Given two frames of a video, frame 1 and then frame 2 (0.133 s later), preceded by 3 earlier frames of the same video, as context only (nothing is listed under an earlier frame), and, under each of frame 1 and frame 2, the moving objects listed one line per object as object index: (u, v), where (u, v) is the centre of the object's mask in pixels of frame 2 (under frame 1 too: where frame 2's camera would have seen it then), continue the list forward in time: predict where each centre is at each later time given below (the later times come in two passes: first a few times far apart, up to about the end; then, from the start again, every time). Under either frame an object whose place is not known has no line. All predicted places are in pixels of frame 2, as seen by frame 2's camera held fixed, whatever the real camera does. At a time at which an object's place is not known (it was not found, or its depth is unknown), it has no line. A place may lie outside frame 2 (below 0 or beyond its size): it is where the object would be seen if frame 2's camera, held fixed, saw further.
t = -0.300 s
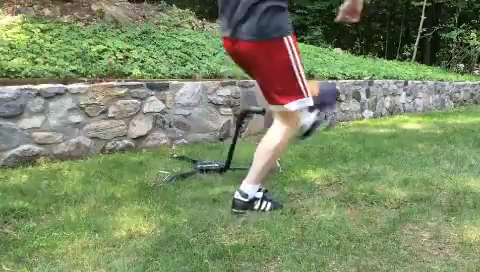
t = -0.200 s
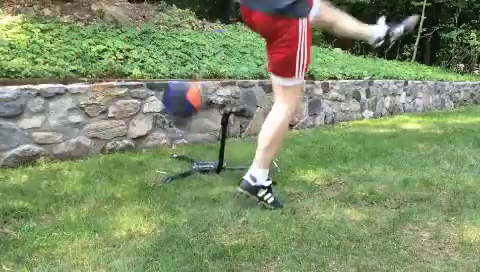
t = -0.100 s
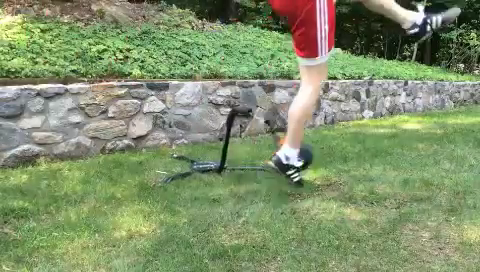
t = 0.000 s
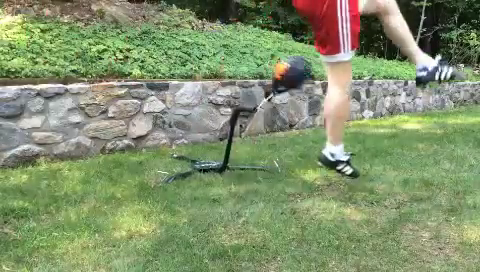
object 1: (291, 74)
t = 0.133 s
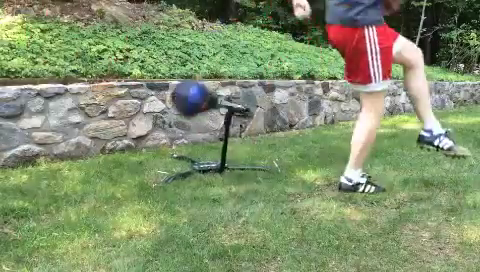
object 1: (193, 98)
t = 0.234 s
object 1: (230, 171)
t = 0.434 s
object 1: (293, 80)
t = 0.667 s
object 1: (194, 131)
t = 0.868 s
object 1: (299, 140)
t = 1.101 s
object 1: (262, 89)
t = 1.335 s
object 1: (215, 89)
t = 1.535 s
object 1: (220, 103)
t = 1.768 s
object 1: (246, 164)
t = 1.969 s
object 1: (274, 148)
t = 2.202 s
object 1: (268, 146)
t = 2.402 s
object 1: (249, 163)
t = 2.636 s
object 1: (233, 166)
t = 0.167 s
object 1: (188, 126)
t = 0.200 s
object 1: (202, 152)
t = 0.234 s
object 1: (230, 171)
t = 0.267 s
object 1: (264, 170)
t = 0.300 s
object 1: (287, 152)
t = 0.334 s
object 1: (304, 134)
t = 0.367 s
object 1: (309, 113)
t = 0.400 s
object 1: (305, 93)
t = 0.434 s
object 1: (293, 80)
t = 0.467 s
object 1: (277, 71)
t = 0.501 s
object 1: (256, 69)
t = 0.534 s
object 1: (238, 72)
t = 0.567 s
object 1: (220, 82)
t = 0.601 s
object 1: (205, 96)
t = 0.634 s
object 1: (195, 113)
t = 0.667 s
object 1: (194, 131)
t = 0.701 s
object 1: (202, 150)
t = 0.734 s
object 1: (218, 160)
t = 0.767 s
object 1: (239, 166)
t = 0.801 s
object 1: (264, 164)
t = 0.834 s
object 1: (286, 154)
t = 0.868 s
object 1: (299, 140)
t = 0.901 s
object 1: (307, 127)
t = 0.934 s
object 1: (308, 114)
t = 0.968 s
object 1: (305, 103)
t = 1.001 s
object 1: (299, 94)
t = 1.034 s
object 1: (288, 89)
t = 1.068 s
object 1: (275, 87)
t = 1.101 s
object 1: (262, 89)
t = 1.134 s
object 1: (247, 93)
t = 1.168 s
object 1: (233, 97)
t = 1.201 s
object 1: (222, 108)
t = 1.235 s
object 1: (218, 107)
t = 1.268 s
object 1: (216, 101)
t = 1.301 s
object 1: (216, 94)
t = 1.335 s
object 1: (215, 89)
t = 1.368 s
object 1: (217, 88)
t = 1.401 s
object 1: (217, 87)
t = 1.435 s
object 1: (218, 88)
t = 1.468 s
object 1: (218, 92)
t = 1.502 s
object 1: (221, 97)
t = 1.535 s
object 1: (220, 103)
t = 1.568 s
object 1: (221, 112)
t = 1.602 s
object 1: (223, 123)
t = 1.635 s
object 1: (225, 137)
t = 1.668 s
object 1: (227, 150)
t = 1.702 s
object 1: (230, 161)
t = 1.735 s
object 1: (238, 162)
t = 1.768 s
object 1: (246, 164)
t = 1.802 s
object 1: (255, 165)
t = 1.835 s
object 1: (262, 162)
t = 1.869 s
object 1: (270, 155)
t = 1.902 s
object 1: (273, 153)
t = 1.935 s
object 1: (274, 151)
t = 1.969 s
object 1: (274, 148)
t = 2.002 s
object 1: (274, 145)
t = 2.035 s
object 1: (274, 143)
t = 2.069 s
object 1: (274, 141)
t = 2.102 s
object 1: (273, 141)
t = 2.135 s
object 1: (272, 142)
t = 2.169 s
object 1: (271, 143)
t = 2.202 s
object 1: (268, 146)
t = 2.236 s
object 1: (266, 149)
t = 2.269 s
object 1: (263, 152)
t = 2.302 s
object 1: (260, 156)
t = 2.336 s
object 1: (256, 159)
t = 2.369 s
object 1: (253, 161)
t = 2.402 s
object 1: (249, 163)
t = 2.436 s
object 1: (246, 163)
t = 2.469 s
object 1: (242, 163)
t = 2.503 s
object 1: (240, 165)
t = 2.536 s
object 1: (238, 165)
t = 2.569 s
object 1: (237, 166)
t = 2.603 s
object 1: (235, 167)
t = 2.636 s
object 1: (233, 166)
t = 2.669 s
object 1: (232, 165)
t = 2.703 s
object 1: (233, 165)
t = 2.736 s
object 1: (232, 164)
